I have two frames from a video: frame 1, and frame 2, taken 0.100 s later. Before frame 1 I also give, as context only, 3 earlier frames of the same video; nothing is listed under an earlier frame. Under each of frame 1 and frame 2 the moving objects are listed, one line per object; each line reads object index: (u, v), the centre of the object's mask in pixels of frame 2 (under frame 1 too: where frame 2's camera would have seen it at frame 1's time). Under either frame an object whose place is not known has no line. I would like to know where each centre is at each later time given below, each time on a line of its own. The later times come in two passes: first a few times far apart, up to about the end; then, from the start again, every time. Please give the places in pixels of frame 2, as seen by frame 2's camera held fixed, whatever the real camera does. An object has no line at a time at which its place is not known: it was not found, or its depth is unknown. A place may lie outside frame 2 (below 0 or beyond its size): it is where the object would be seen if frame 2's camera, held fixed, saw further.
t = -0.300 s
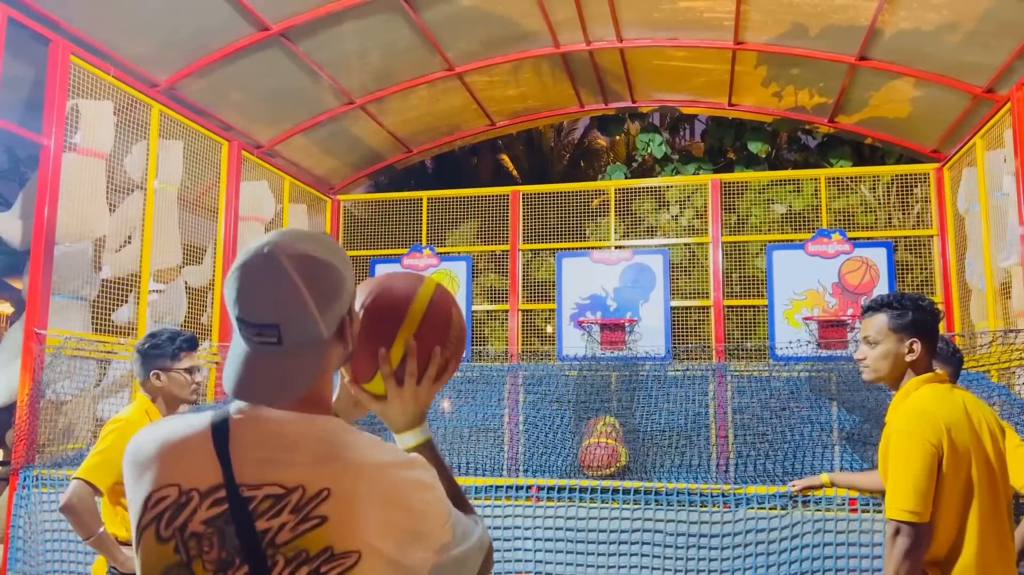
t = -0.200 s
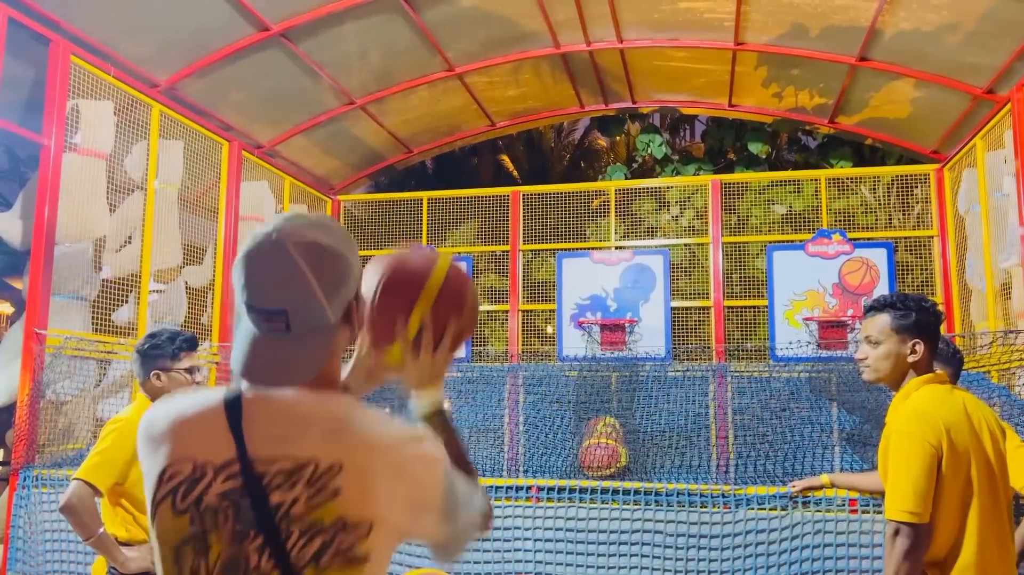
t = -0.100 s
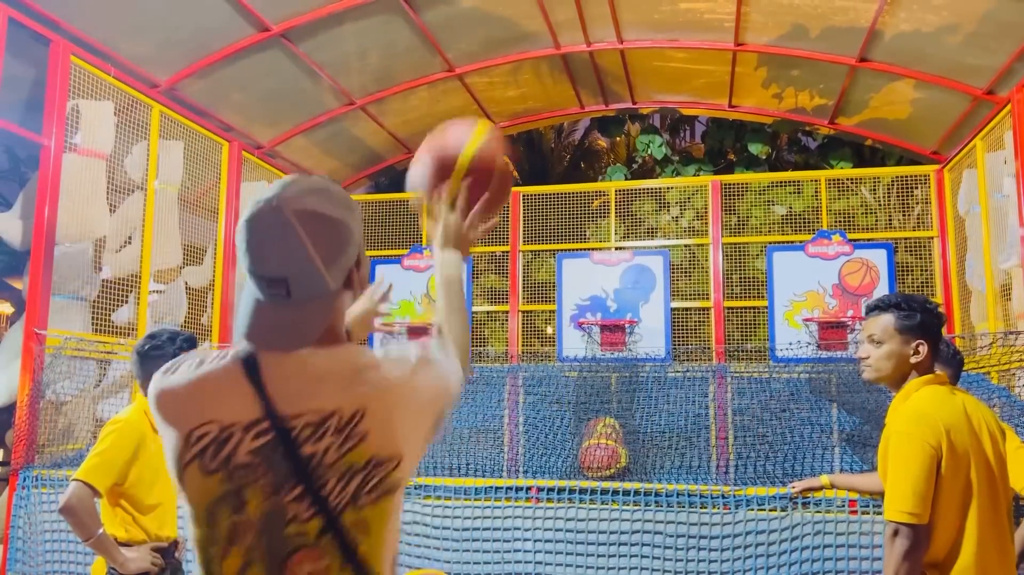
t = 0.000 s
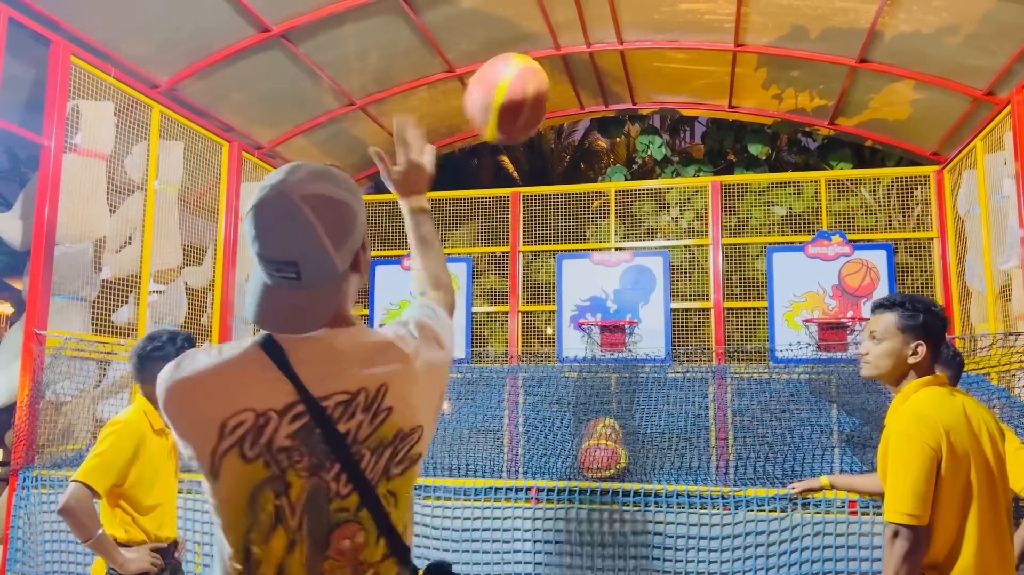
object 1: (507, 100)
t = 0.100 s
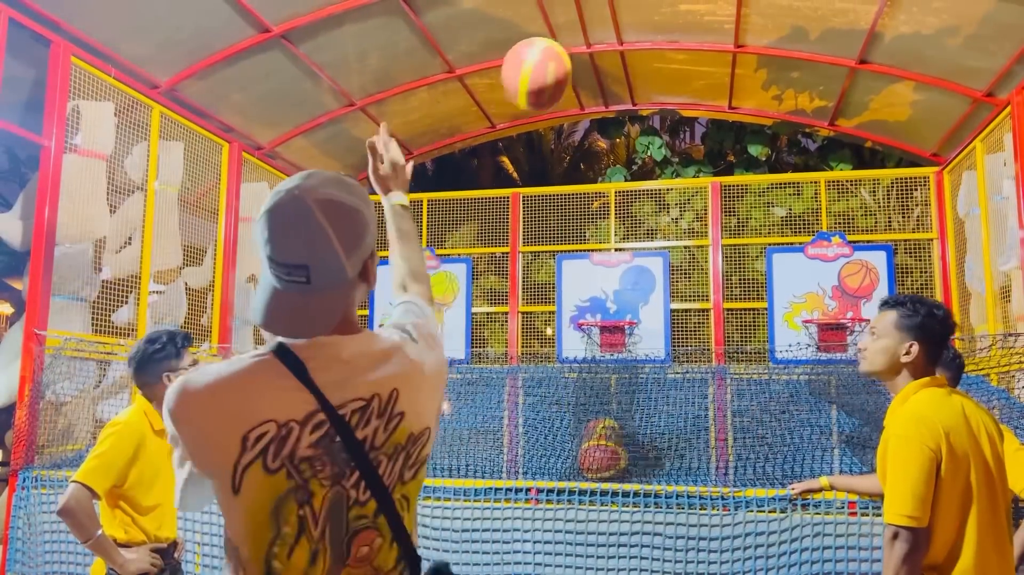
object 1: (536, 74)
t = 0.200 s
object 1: (556, 76)
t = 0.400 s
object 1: (583, 134)
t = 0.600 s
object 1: (601, 230)
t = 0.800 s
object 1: (615, 350)
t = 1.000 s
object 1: (618, 376)
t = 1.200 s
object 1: (619, 389)
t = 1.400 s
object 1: (614, 398)
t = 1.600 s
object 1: (605, 412)
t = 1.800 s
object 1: (592, 417)
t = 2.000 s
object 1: (577, 425)
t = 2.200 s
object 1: (565, 428)
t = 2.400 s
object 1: (561, 434)
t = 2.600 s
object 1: (561, 441)
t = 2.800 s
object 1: (562, 448)
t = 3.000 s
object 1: (559, 452)
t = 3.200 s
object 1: (552, 456)
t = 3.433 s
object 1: (550, 459)
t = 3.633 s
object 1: (551, 461)
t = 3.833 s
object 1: (551, 462)
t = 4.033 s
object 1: (548, 462)
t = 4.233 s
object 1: (540, 463)
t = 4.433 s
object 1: (535, 463)
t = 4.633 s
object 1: (543, 462)
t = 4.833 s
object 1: (548, 463)
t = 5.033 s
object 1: (552, 463)
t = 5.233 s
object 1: (556, 464)
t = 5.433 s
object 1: (552, 465)
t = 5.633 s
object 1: (547, 464)
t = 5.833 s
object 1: (545, 465)
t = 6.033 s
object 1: (542, 458)
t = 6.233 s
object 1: (539, 462)
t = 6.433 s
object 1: (540, 462)
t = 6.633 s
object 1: (541, 460)
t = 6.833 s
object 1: (542, 463)
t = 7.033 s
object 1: (543, 463)
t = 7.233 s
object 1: (544, 463)
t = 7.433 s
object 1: (545, 463)
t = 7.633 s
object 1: (544, 463)
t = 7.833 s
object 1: (543, 463)
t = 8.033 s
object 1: (540, 463)
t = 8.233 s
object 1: (540, 464)
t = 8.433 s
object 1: (539, 464)
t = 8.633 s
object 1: (539, 464)
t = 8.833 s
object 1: (539, 464)
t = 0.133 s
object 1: (544, 72)
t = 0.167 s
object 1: (550, 73)
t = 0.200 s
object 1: (556, 76)
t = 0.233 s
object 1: (562, 82)
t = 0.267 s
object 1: (566, 89)
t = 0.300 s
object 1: (571, 98)
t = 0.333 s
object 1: (576, 109)
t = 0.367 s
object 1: (579, 121)
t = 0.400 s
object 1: (583, 134)
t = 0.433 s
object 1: (587, 148)
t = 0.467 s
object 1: (590, 161)
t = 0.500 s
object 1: (593, 177)
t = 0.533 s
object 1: (595, 193)
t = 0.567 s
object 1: (599, 211)
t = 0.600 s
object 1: (601, 230)
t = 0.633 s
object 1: (603, 248)
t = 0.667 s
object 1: (606, 268)
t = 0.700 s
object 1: (609, 290)
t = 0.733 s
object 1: (611, 312)
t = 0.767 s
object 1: (613, 333)
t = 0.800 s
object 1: (615, 350)
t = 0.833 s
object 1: (618, 374)
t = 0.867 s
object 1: (617, 382)
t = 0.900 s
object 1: (618, 381)
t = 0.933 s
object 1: (619, 380)
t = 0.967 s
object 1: (618, 377)
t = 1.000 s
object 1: (618, 376)
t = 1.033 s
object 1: (619, 376)
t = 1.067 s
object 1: (619, 377)
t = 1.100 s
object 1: (619, 378)
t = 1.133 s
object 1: (619, 381)
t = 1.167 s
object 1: (619, 386)
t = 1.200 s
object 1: (619, 389)
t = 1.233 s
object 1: (619, 390)
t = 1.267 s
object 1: (618, 393)
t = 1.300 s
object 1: (618, 394)
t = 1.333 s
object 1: (617, 395)
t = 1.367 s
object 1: (616, 396)
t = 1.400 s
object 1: (614, 398)
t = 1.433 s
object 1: (613, 400)
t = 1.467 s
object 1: (612, 404)
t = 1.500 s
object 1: (611, 406)
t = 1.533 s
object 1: (609, 408)
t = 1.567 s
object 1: (607, 411)
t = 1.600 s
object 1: (605, 412)
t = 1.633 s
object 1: (603, 413)
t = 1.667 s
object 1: (601, 413)
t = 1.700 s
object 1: (600, 416)
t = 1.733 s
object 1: (598, 416)
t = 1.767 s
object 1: (595, 416)
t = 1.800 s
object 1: (592, 417)
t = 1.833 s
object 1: (590, 418)
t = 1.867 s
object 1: (587, 420)
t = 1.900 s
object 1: (581, 422)
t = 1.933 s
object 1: (579, 423)
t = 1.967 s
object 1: (578, 423)
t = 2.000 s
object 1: (577, 425)
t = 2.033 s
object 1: (574, 425)
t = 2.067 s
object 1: (572, 427)
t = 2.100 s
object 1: (569, 427)
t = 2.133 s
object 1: (567, 427)
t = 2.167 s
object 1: (565, 428)
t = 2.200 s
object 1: (565, 428)
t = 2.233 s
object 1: (564, 429)
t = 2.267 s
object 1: (564, 429)
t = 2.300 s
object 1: (562, 430)
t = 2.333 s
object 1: (562, 432)
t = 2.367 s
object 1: (561, 433)
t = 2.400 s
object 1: (561, 434)
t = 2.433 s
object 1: (560, 436)
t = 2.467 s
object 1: (560, 437)
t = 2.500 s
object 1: (561, 438)
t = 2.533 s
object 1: (561, 439)
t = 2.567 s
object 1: (561, 440)
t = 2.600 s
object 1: (561, 441)
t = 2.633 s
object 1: (561, 442)
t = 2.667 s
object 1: (561, 443)
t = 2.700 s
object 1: (561, 444)
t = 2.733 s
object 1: (561, 446)
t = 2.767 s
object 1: (562, 447)
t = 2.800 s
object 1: (562, 448)
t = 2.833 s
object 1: (563, 448)
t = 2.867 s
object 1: (562, 448)
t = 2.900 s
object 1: (562, 449)
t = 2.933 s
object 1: (561, 450)
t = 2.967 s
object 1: (560, 451)
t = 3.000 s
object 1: (559, 452)
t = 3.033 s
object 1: (558, 453)
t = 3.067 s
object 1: (557, 453)
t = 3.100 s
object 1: (556, 454)
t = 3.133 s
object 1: (556, 454)
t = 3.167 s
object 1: (554, 455)
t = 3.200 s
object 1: (552, 456)
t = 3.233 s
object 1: (552, 456)
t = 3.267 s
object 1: (551, 456)
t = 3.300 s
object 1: (551, 457)
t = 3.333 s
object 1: (551, 457)
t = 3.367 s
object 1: (550, 458)
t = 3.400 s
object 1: (550, 458)
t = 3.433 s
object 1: (550, 459)
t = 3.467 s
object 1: (550, 460)
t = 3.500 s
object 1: (550, 460)
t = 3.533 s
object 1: (550, 461)
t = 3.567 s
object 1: (550, 461)
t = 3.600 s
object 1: (550, 461)
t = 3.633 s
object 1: (551, 461)
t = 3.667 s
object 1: (551, 462)
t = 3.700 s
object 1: (551, 462)
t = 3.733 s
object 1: (551, 462)
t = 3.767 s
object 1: (551, 462)
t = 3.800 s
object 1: (550, 462)
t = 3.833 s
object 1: (551, 462)
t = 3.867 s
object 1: (550, 462)
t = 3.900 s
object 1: (550, 462)
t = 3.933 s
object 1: (550, 462)
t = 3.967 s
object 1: (550, 462)
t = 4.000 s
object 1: (549, 462)
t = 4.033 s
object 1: (548, 462)
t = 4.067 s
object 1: (546, 462)
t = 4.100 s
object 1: (545, 462)
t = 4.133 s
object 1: (543, 463)
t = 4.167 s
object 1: (541, 463)
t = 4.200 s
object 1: (541, 463)
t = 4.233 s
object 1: (540, 463)
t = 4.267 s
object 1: (537, 463)
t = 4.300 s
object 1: (536, 463)
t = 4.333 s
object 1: (536, 463)
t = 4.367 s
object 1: (536, 463)
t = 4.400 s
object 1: (535, 463)
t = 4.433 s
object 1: (535, 463)
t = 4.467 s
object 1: (536, 463)
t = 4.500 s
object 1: (536, 462)
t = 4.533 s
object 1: (538, 462)
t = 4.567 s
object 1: (540, 462)
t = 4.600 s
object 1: (542, 462)
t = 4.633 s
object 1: (543, 462)
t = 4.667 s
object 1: (545, 462)
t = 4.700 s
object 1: (547, 463)
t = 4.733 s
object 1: (548, 463)
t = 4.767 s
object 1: (548, 463)
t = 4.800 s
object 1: (548, 463)
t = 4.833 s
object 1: (548, 463)
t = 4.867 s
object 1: (548, 463)
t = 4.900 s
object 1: (548, 463)
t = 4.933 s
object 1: (549, 463)
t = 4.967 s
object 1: (549, 462)
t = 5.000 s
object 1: (550, 462)
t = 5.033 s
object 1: (552, 463)
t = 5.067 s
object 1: (554, 464)
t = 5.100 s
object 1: (554, 464)
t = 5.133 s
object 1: (555, 464)
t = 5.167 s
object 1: (556, 465)
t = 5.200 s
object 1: (556, 465)
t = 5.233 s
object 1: (556, 464)
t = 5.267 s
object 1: (555, 464)
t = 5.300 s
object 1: (555, 464)
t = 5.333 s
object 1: (555, 464)
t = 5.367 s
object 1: (554, 464)
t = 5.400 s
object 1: (553, 464)
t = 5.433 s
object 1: (552, 465)
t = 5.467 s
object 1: (552, 465)
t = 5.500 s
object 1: (551, 464)
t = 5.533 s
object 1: (549, 464)
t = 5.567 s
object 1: (548, 464)
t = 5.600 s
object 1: (548, 464)
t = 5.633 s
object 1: (547, 464)
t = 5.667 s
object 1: (546, 465)
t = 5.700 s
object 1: (546, 465)
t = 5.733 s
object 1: (546, 464)
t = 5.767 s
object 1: (545, 465)
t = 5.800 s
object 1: (545, 465)
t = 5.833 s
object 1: (545, 465)
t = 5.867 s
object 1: (544, 460)
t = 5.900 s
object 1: (544, 458)
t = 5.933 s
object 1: (542, 456)
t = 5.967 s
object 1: (541, 453)
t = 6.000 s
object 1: (542, 455)
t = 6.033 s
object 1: (542, 458)
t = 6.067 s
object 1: (542, 459)
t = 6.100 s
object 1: (540, 460)
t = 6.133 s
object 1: (541, 461)
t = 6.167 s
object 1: (539, 463)
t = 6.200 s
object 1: (539, 462)
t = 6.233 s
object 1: (539, 462)
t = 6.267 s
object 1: (540, 462)
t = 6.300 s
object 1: (540, 462)
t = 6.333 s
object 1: (540, 462)
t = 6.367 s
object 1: (540, 462)
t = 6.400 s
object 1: (540, 463)
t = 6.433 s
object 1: (540, 462)
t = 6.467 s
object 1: (541, 462)
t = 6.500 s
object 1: (541, 462)
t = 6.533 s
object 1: (543, 461)
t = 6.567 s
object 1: (542, 462)
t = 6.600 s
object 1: (541, 462)
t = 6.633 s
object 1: (541, 460)
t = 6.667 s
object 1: (542, 461)
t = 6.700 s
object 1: (542, 462)
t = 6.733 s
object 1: (541, 462)
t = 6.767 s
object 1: (542, 463)
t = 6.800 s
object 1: (542, 463)
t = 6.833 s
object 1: (542, 463)
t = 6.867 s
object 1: (542, 463)
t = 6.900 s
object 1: (543, 463)
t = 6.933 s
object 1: (543, 463)
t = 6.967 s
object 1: (543, 463)
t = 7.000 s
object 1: (543, 463)
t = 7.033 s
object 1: (543, 463)
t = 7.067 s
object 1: (543, 463)
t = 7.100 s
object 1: (543, 463)
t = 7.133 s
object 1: (543, 463)
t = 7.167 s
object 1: (543, 463)
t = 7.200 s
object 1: (543, 463)
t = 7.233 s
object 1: (544, 463)
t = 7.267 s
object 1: (544, 463)
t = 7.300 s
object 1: (544, 463)
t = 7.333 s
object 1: (546, 463)
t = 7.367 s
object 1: (546, 463)
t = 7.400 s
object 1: (546, 463)
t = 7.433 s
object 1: (545, 463)
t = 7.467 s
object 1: (545, 463)
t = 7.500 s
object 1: (545, 463)
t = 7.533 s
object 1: (545, 462)
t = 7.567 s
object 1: (545, 462)
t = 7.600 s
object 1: (545, 462)
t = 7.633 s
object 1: (544, 463)
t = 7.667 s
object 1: (543, 463)
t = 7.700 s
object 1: (543, 463)
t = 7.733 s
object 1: (543, 463)
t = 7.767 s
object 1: (543, 463)
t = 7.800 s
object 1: (543, 463)
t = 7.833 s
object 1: (543, 463)
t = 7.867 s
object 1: (543, 463)
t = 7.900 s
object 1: (543, 463)
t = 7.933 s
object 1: (543, 463)
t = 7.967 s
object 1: (542, 463)
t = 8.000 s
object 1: (541, 463)
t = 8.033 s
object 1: (540, 463)
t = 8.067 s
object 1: (540, 464)
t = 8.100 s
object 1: (539, 464)
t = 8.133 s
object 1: (539, 464)
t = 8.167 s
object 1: (539, 464)
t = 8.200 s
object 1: (539, 464)
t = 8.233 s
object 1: (540, 464)
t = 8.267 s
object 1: (539, 464)
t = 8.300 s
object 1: (539, 464)
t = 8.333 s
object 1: (539, 464)
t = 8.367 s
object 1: (539, 464)
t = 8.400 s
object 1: (539, 464)
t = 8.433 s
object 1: (539, 464)
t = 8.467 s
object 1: (539, 464)
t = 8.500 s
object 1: (539, 464)
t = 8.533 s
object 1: (539, 464)
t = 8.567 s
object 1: (539, 464)
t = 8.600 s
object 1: (539, 464)
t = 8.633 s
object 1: (539, 464)
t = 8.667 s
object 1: (539, 464)
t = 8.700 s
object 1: (539, 464)
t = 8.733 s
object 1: (539, 464)
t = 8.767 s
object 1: (539, 464)
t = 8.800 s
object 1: (539, 464)
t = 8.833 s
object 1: (539, 464)
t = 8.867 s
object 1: (540, 464)
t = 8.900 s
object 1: (540, 464)
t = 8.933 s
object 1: (539, 464)
